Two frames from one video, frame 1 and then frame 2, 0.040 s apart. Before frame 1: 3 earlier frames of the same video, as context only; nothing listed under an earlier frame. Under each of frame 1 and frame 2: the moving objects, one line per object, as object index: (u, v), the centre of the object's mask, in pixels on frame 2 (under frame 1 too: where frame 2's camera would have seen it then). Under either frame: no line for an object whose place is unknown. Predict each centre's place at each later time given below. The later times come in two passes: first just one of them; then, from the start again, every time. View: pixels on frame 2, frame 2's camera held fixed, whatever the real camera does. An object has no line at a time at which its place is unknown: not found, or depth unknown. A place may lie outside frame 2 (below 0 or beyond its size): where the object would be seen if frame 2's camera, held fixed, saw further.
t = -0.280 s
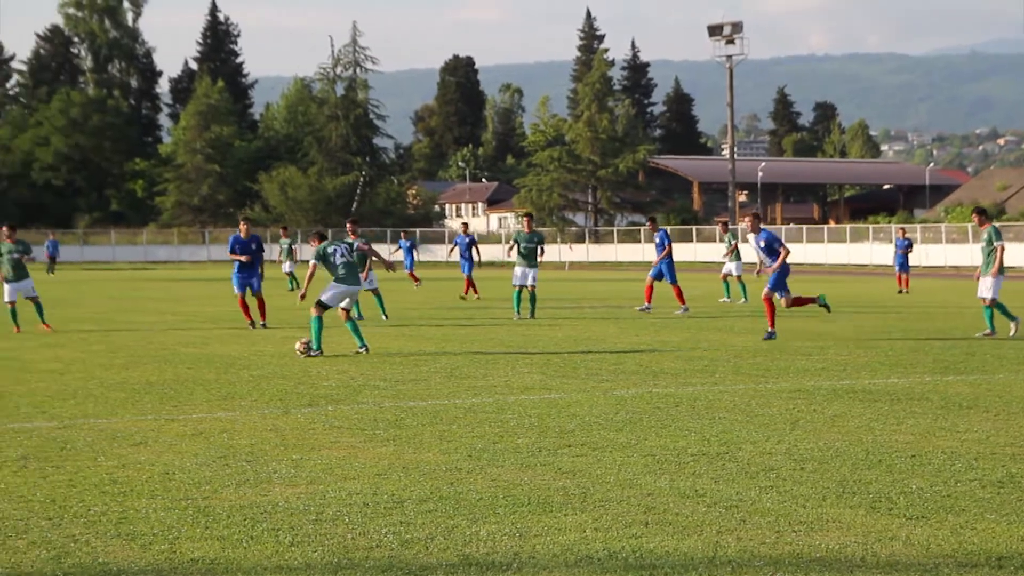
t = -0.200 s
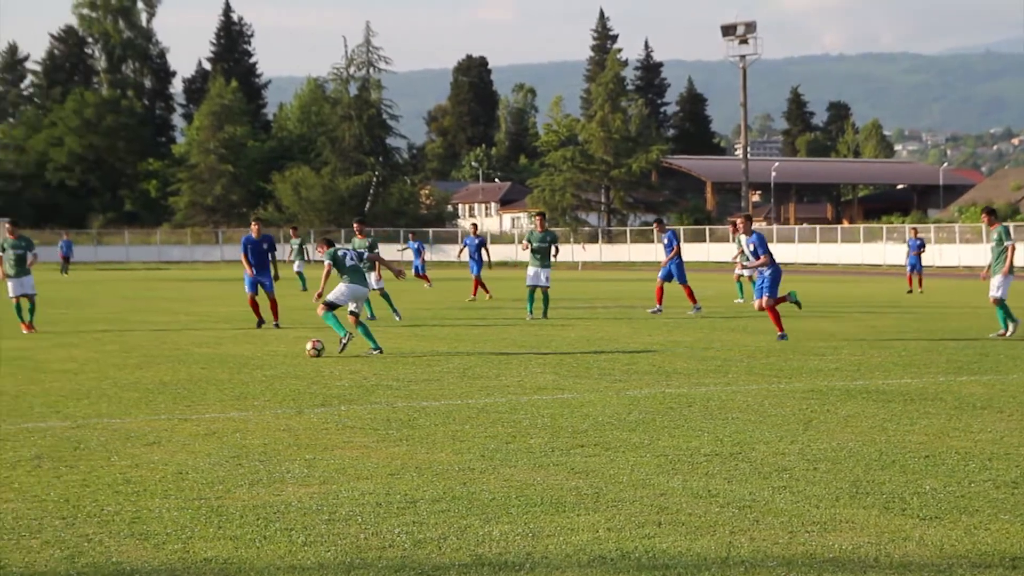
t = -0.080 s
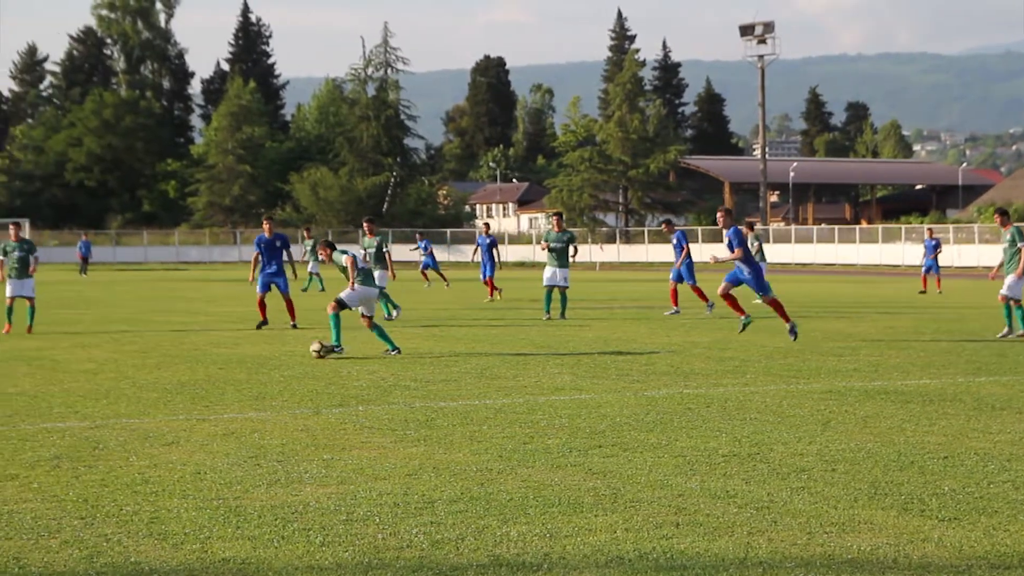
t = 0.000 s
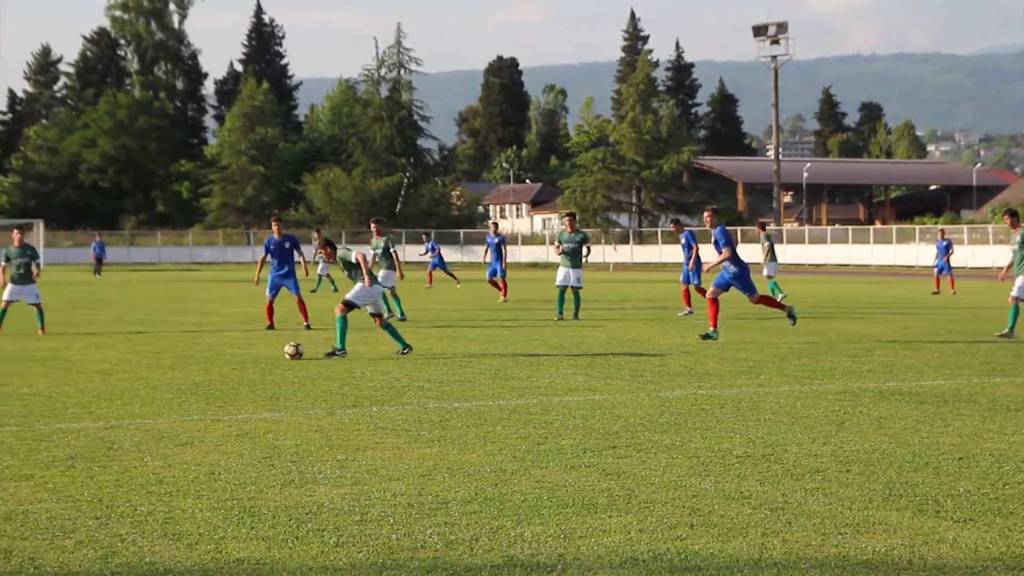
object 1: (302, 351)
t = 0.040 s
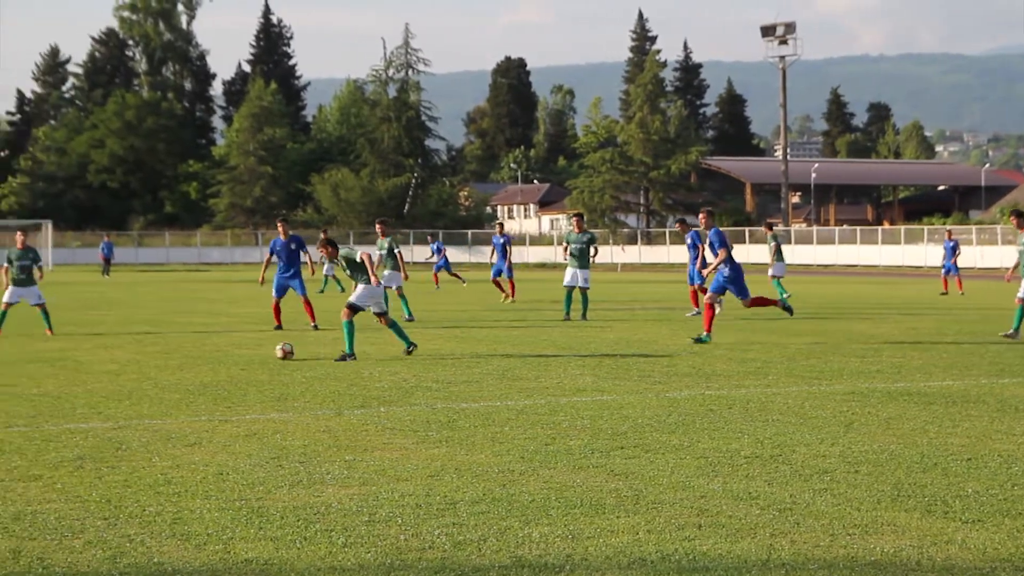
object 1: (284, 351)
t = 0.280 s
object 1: (195, 352)
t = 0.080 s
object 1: (268, 351)
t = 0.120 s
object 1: (251, 352)
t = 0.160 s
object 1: (236, 352)
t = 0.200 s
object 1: (222, 352)
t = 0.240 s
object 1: (208, 352)
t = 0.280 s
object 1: (195, 352)
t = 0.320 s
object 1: (182, 352)
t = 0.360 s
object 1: (169, 352)
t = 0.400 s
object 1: (157, 352)
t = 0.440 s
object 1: (143, 352)
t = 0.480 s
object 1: (130, 352)
